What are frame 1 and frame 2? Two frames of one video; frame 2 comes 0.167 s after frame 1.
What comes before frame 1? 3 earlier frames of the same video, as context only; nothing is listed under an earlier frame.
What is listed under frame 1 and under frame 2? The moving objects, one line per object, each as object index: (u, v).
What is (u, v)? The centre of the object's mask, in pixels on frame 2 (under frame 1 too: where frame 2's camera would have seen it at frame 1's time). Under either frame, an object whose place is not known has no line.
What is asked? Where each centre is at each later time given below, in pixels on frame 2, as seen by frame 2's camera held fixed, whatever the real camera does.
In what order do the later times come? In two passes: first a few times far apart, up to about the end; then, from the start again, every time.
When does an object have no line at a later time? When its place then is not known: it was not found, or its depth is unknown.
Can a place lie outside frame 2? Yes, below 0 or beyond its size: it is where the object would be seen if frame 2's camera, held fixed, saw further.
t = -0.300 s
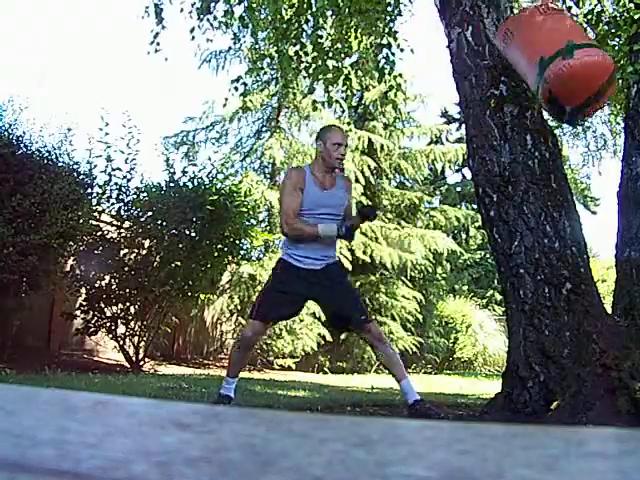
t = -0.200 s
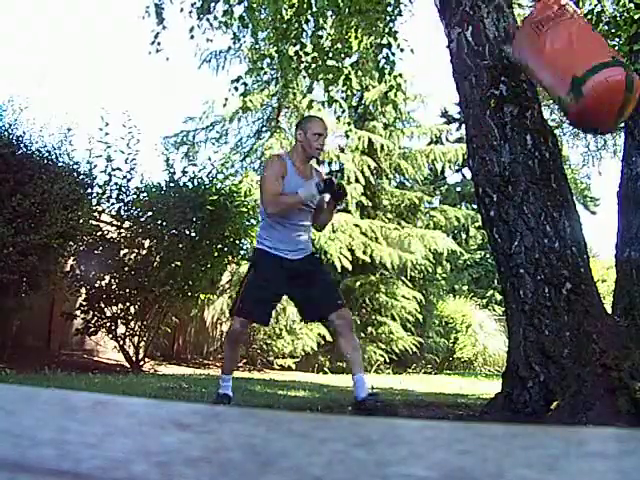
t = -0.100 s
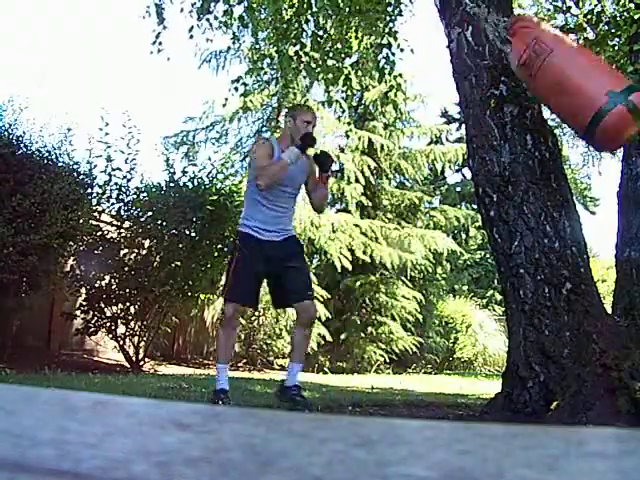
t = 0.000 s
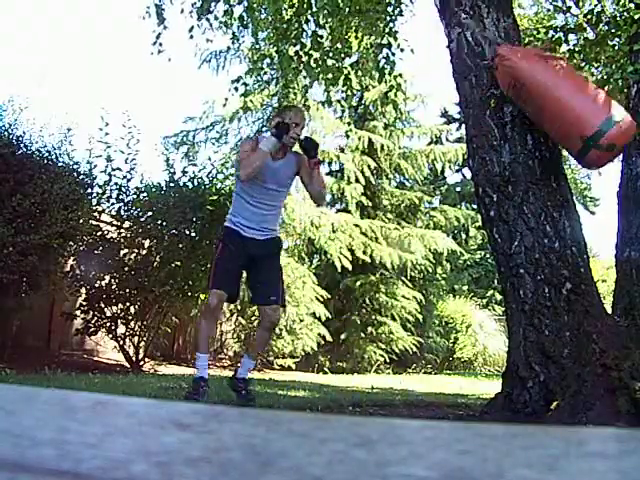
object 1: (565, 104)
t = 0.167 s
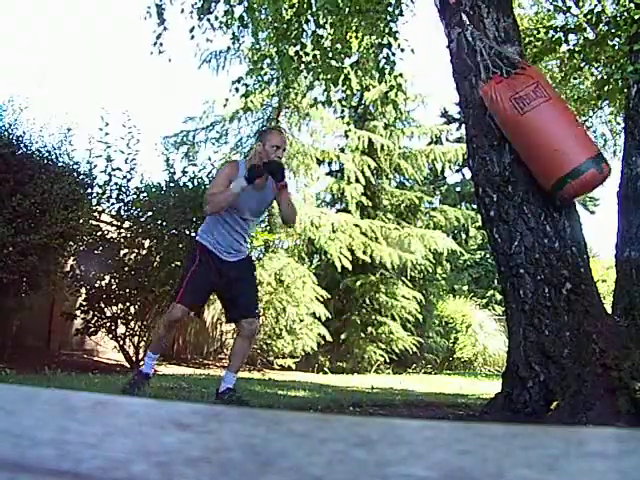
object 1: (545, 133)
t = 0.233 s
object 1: (543, 129)
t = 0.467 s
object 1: (502, 129)
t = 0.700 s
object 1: (419, 148)
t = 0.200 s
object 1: (544, 131)
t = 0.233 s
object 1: (543, 129)
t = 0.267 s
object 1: (542, 129)
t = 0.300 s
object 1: (539, 129)
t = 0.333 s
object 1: (536, 128)
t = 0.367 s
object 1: (525, 127)
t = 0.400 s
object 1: (518, 128)
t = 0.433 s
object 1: (510, 128)
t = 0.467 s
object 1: (502, 129)
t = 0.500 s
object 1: (492, 132)
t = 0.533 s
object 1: (481, 136)
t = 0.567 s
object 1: (470, 139)
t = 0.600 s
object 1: (459, 142)
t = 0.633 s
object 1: (446, 144)
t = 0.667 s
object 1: (433, 146)
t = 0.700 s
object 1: (419, 148)
